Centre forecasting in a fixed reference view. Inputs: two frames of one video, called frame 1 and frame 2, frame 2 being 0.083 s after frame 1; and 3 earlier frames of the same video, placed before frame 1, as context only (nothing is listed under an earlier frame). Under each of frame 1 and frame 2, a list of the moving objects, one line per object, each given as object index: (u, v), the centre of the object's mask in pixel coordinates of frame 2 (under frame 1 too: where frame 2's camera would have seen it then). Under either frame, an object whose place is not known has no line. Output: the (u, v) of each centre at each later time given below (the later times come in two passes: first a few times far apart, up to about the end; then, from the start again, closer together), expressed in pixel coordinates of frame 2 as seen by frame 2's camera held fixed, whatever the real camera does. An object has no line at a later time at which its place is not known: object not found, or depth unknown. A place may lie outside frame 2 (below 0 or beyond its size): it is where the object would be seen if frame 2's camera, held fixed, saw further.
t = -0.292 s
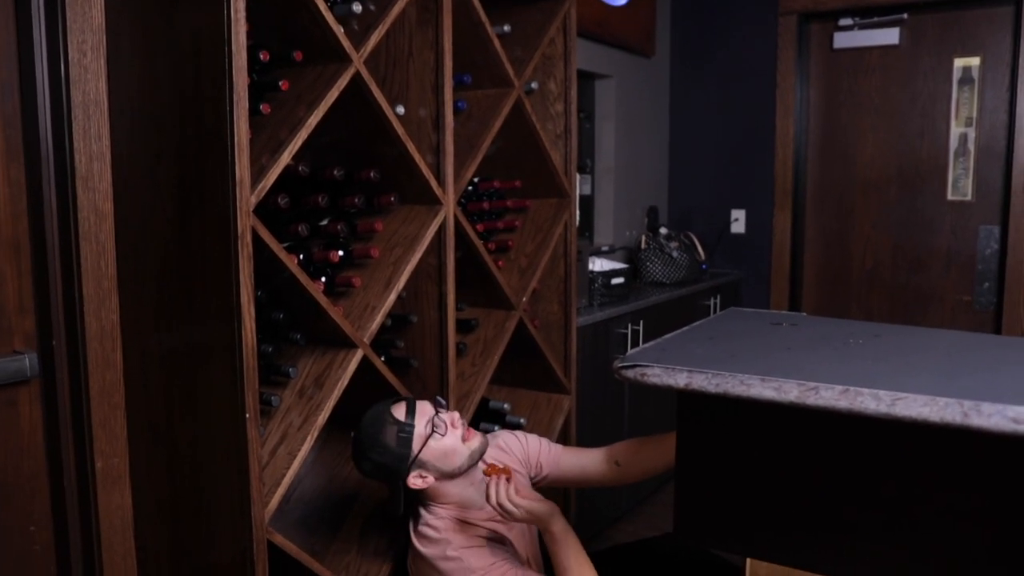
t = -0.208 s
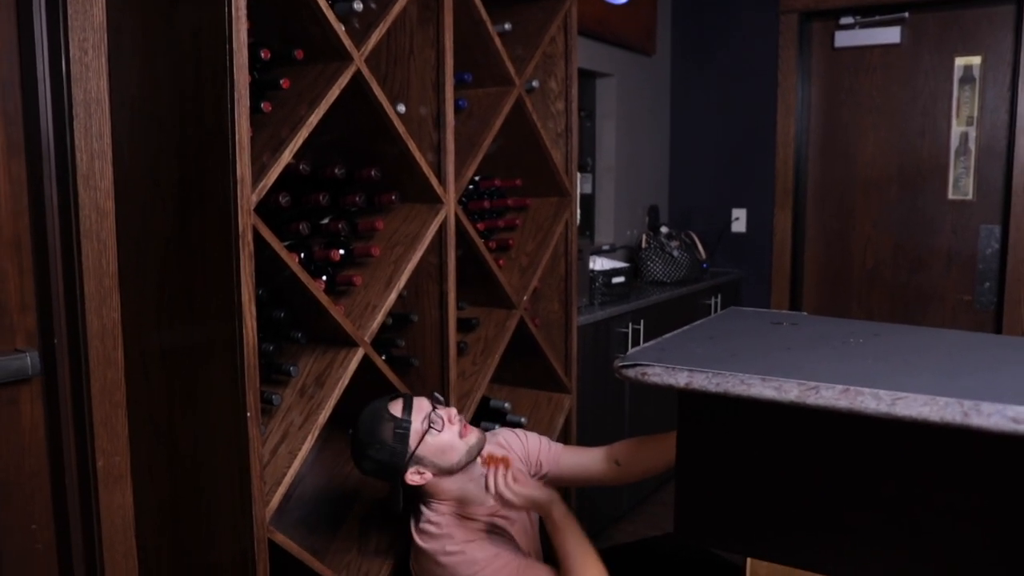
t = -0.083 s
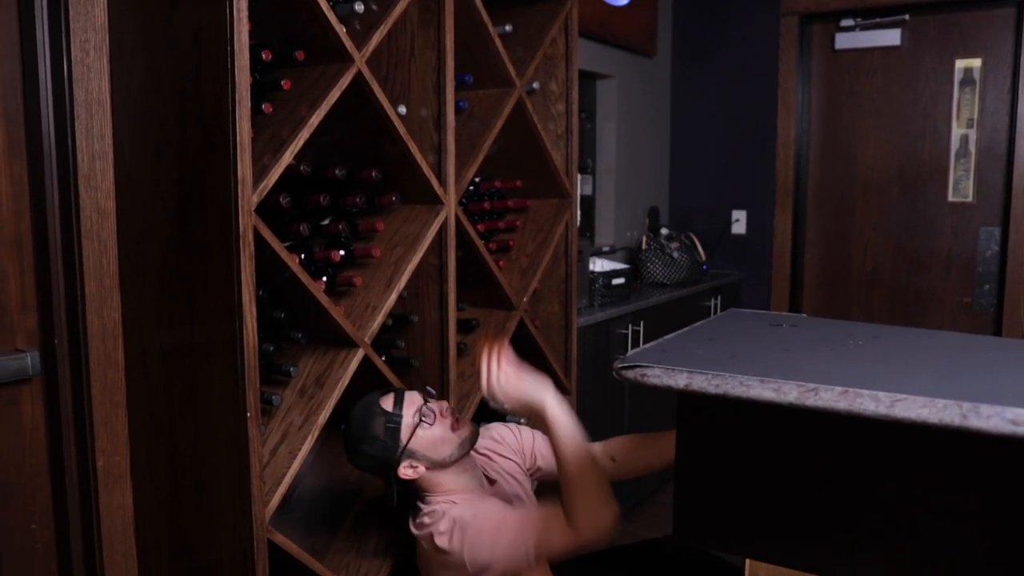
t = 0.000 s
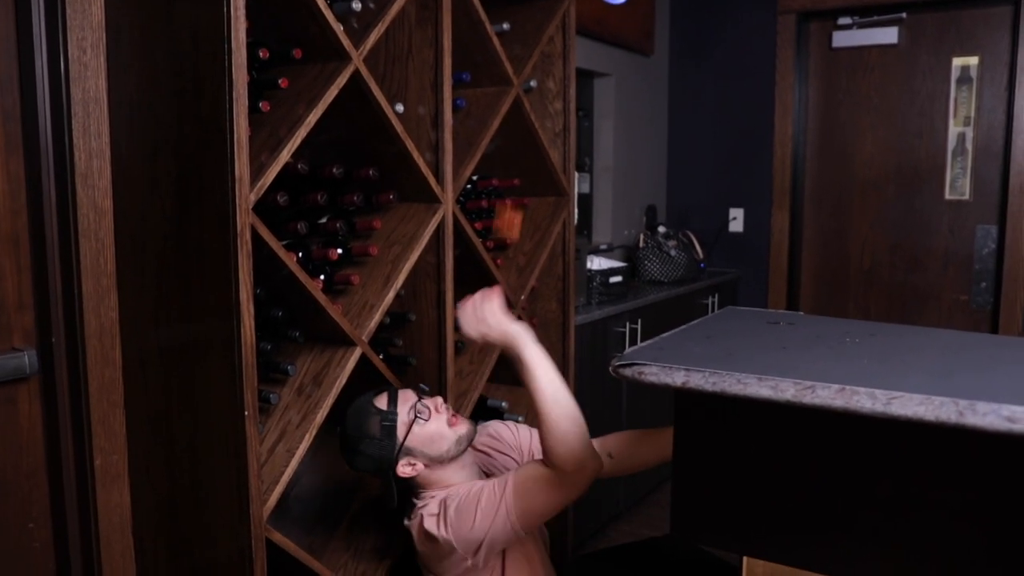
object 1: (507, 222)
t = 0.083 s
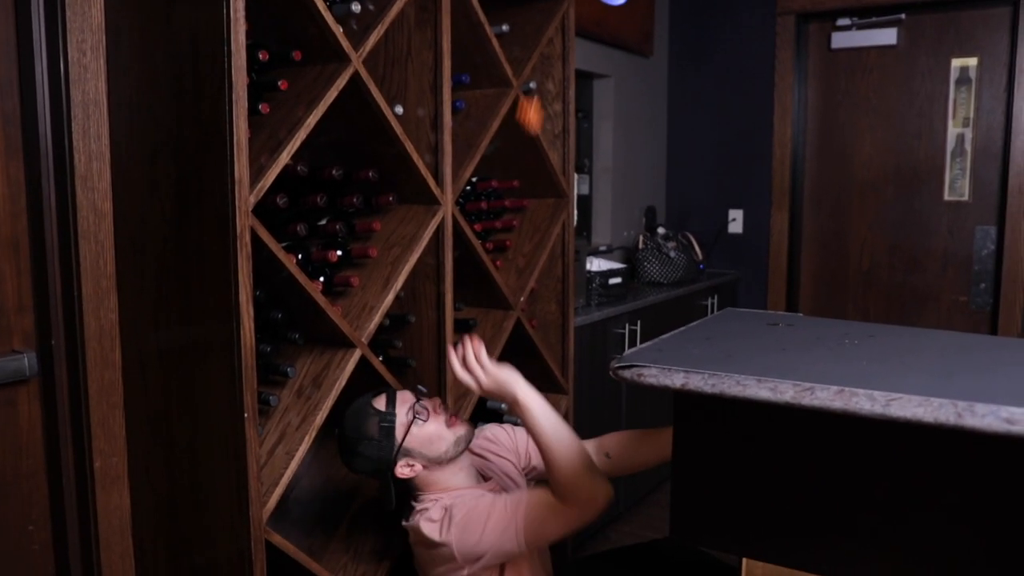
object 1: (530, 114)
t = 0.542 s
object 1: (669, 142)
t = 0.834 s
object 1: (825, 322)
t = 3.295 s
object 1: (922, 333)
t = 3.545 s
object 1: (922, 334)
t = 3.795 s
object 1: (923, 333)
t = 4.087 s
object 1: (924, 333)
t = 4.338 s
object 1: (924, 334)
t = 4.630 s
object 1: (924, 333)
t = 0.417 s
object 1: (632, 18)
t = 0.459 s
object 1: (644, 48)
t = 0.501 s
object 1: (656, 90)
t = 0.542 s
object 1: (669, 142)
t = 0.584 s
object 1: (681, 206)
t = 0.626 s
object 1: (695, 281)
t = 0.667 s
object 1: (715, 321)
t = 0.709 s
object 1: (743, 316)
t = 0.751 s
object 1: (769, 317)
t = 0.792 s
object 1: (800, 321)
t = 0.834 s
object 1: (825, 322)
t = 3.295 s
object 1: (922, 333)
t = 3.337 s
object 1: (922, 333)
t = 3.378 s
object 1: (922, 333)
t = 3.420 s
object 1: (922, 333)
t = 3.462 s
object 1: (922, 333)
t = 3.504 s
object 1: (922, 333)
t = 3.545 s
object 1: (922, 334)
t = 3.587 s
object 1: (922, 333)
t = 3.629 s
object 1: (922, 334)
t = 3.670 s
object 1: (923, 334)
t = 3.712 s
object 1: (923, 333)
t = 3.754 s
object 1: (922, 334)
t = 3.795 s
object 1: (923, 333)
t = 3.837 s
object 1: (922, 333)
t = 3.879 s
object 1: (922, 334)
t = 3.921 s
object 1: (922, 334)
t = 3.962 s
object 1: (923, 334)
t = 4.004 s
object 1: (923, 334)
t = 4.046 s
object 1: (923, 333)
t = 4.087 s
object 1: (924, 333)
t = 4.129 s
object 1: (922, 334)
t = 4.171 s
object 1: (923, 334)
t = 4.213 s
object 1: (923, 334)
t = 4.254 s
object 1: (923, 334)
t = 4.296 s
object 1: (924, 334)
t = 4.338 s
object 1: (924, 334)
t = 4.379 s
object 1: (924, 334)
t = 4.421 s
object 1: (924, 334)
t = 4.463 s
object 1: (924, 333)
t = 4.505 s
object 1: (924, 334)
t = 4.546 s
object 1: (924, 333)
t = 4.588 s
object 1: (924, 333)
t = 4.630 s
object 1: (924, 333)
